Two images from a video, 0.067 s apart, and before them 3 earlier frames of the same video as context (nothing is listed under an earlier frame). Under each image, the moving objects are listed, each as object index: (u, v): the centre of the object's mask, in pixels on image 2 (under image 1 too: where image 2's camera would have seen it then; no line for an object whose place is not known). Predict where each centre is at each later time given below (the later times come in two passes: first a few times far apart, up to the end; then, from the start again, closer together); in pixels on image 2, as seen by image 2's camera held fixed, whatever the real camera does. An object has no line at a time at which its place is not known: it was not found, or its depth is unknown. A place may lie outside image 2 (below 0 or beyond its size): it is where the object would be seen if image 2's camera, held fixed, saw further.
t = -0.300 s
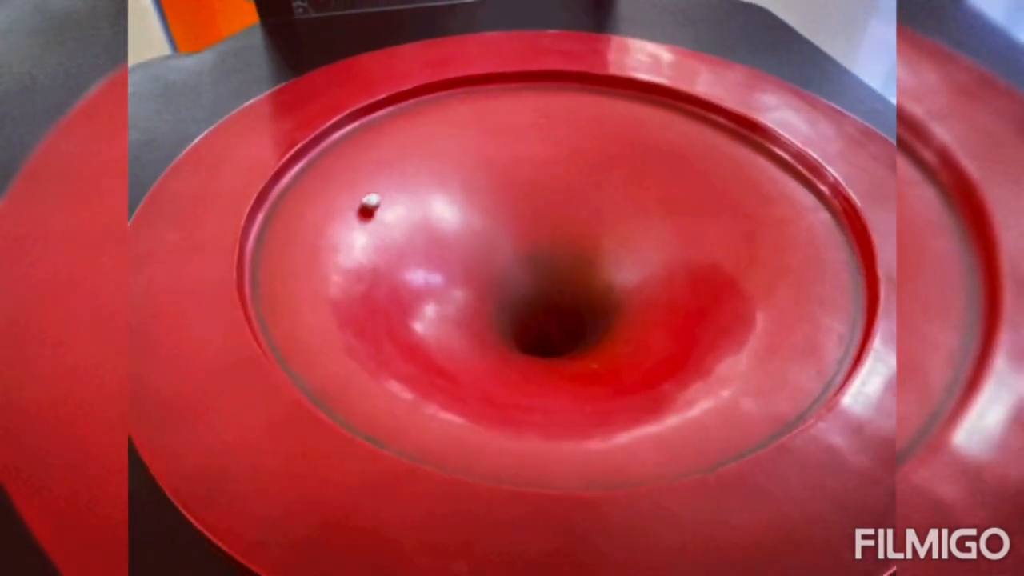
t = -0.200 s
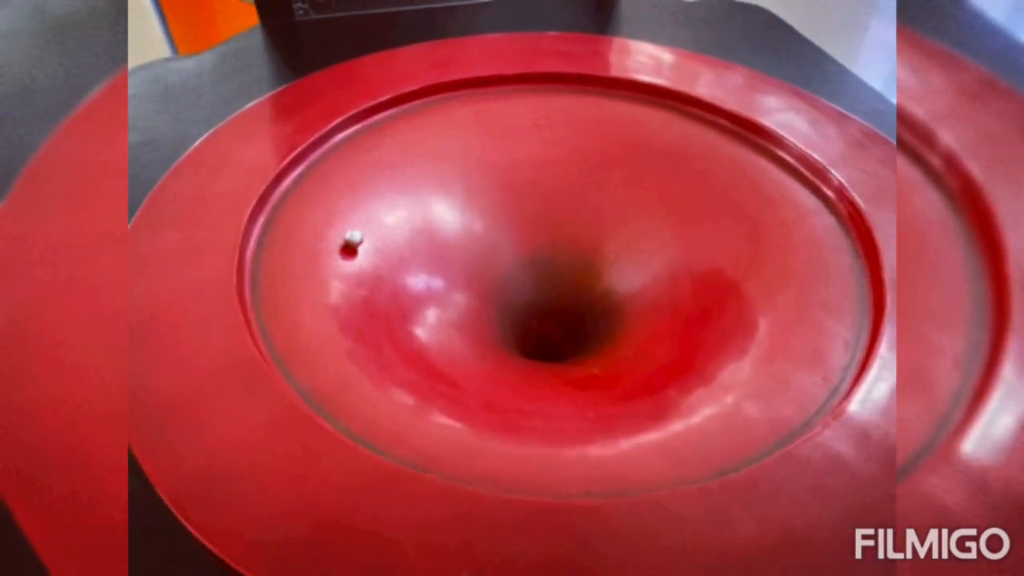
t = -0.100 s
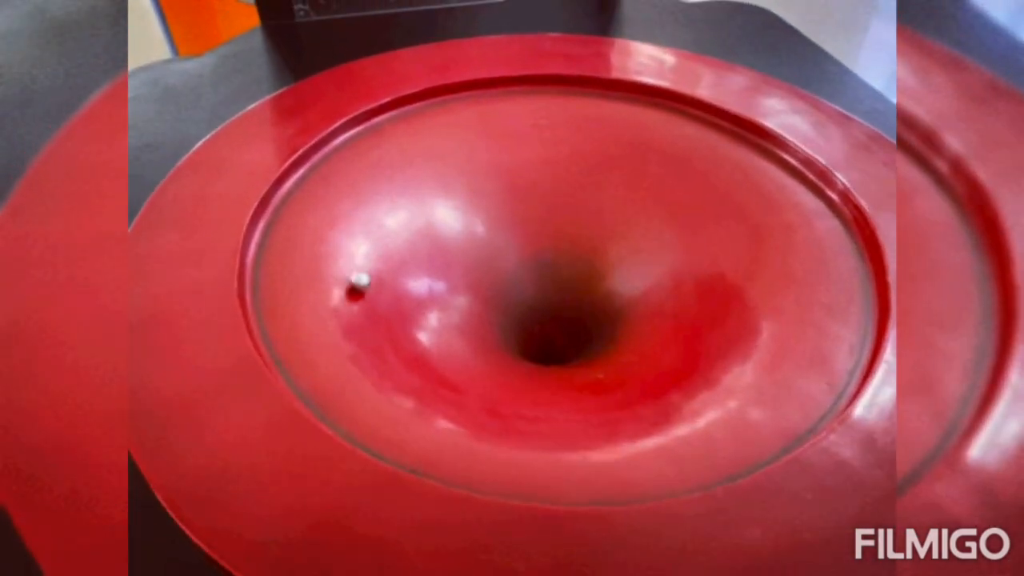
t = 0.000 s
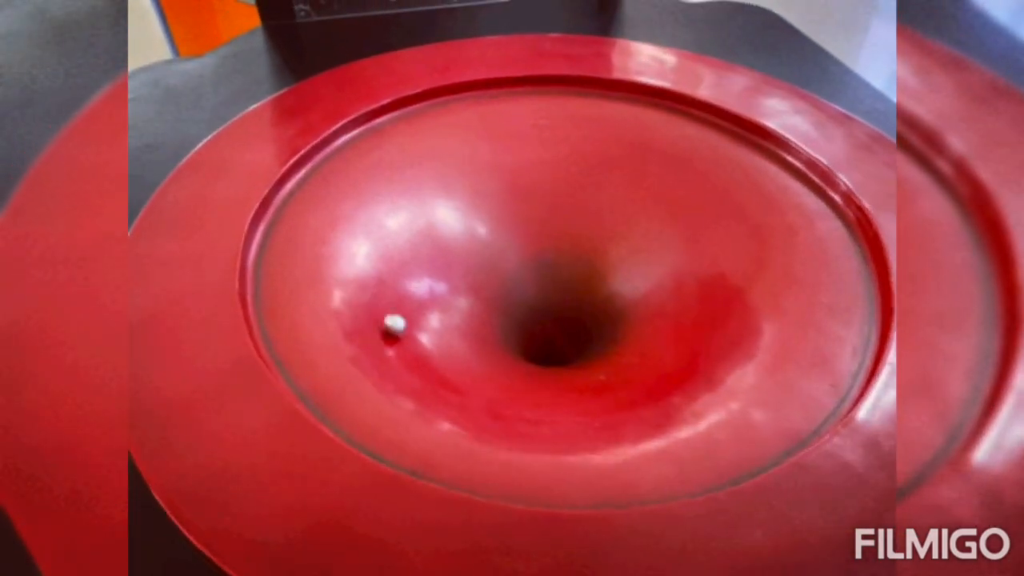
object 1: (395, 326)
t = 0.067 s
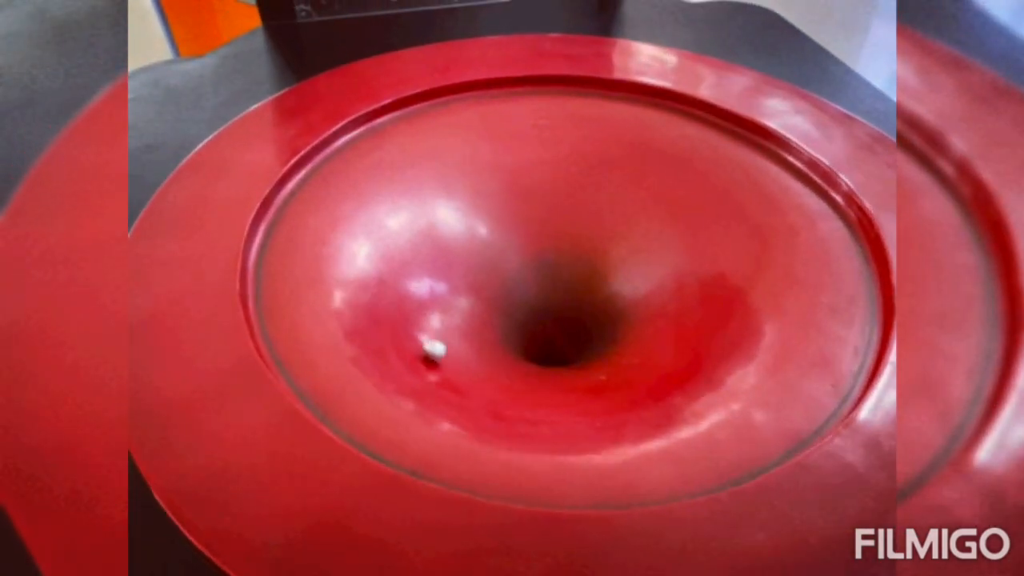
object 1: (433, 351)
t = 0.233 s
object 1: (572, 375)
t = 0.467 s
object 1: (677, 265)
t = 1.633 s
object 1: (681, 325)
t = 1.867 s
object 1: (705, 223)
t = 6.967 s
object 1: (638, 310)
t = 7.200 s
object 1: (521, 271)
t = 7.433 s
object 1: (482, 336)
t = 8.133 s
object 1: (468, 291)
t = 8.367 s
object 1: (554, 358)
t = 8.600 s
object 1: (580, 268)
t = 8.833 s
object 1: (487, 274)
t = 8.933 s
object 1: (488, 316)
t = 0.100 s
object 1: (459, 362)
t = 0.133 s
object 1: (485, 370)
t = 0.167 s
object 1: (514, 375)
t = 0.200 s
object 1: (544, 377)
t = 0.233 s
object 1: (572, 375)
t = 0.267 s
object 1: (600, 368)
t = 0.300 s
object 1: (625, 358)
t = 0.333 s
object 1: (645, 343)
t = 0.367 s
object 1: (661, 326)
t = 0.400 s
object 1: (671, 307)
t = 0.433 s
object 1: (676, 286)
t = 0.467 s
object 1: (677, 265)
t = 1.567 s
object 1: (639, 352)
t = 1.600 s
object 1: (662, 340)
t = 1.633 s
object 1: (681, 325)
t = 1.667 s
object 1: (696, 309)
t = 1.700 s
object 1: (707, 293)
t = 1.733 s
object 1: (713, 277)
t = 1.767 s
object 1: (717, 263)
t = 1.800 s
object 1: (715, 249)
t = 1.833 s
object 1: (712, 236)
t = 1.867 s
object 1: (705, 223)
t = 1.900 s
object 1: (696, 214)
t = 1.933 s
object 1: (685, 205)
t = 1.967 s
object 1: (673, 198)
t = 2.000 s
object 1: (658, 193)
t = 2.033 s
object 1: (642, 189)
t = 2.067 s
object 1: (625, 187)
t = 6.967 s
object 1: (638, 310)
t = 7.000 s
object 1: (632, 299)
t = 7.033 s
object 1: (620, 289)
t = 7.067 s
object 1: (605, 280)
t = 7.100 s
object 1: (586, 273)
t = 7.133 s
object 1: (564, 269)
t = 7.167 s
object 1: (542, 268)
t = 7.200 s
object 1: (521, 271)
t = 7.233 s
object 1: (503, 276)
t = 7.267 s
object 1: (488, 284)
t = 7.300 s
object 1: (478, 293)
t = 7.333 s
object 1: (473, 303)
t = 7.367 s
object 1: (472, 314)
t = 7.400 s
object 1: (474, 325)
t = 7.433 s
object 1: (482, 336)
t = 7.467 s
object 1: (493, 345)
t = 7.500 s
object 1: (507, 353)
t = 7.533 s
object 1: (524, 359)
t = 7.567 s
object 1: (543, 362)
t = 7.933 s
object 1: (540, 262)
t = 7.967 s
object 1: (521, 260)
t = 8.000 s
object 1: (505, 261)
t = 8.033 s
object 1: (491, 265)
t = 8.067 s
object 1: (480, 272)
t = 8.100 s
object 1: (472, 281)
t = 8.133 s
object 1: (468, 291)
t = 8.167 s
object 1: (469, 302)
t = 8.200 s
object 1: (474, 314)
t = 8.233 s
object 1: (482, 327)
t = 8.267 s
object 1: (496, 338)
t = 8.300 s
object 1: (513, 348)
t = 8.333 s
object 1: (533, 355)
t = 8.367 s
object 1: (554, 358)
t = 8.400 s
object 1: (575, 355)
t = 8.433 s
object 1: (593, 346)
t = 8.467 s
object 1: (604, 331)
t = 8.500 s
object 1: (607, 314)
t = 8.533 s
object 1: (603, 297)
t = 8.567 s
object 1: (593, 281)
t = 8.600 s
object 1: (580, 268)
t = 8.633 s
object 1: (564, 259)
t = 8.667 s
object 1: (548, 254)
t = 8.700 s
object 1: (532, 252)
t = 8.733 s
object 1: (517, 253)
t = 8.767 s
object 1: (504, 257)
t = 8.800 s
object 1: (494, 264)
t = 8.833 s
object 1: (487, 274)
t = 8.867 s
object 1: (483, 286)
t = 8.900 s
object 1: (483, 301)
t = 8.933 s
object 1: (488, 316)
